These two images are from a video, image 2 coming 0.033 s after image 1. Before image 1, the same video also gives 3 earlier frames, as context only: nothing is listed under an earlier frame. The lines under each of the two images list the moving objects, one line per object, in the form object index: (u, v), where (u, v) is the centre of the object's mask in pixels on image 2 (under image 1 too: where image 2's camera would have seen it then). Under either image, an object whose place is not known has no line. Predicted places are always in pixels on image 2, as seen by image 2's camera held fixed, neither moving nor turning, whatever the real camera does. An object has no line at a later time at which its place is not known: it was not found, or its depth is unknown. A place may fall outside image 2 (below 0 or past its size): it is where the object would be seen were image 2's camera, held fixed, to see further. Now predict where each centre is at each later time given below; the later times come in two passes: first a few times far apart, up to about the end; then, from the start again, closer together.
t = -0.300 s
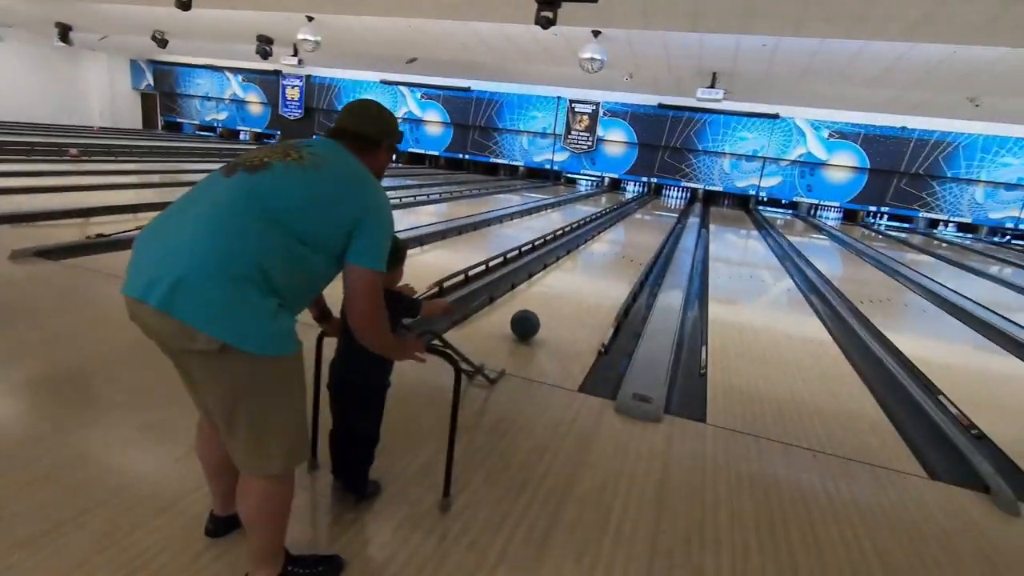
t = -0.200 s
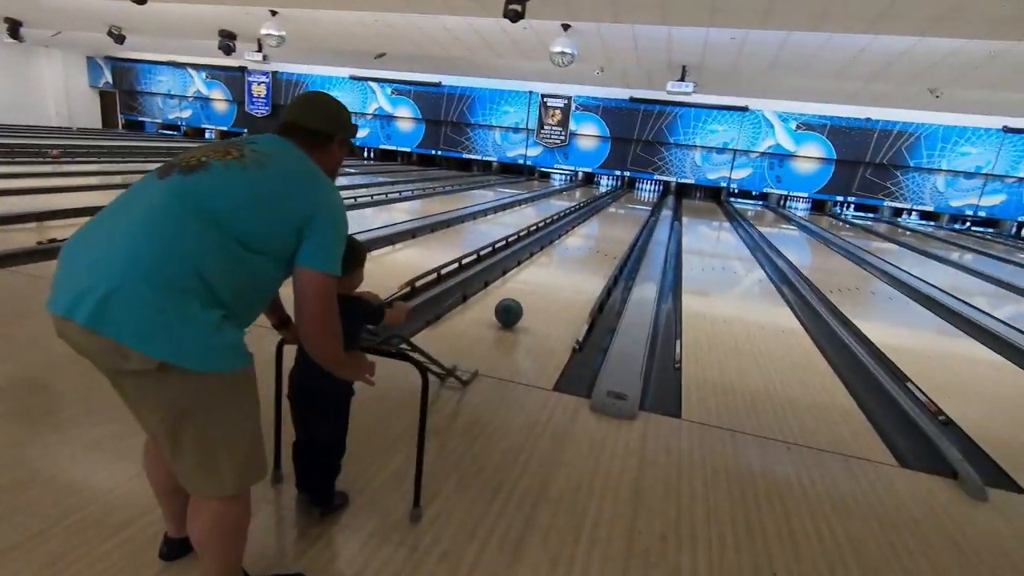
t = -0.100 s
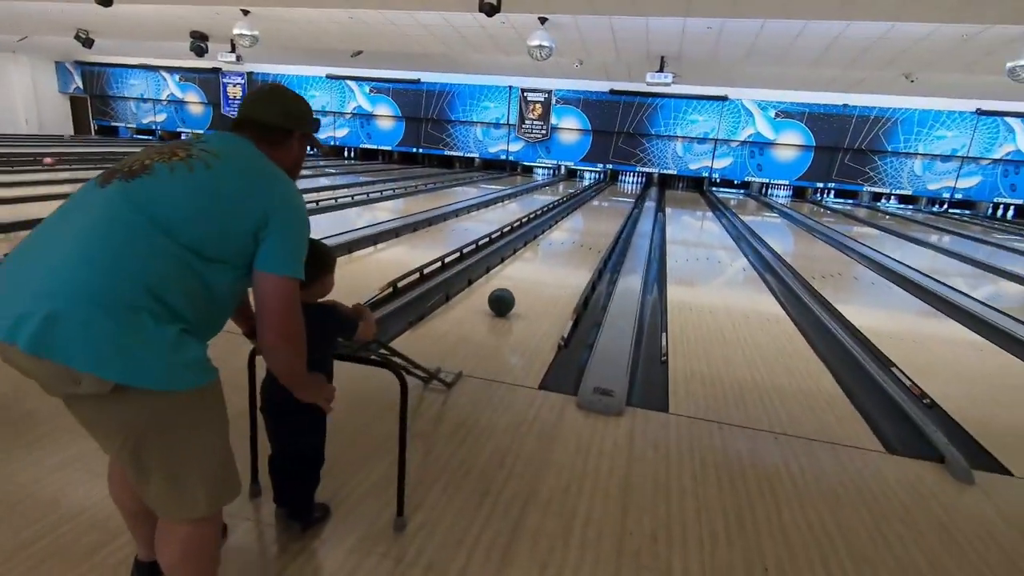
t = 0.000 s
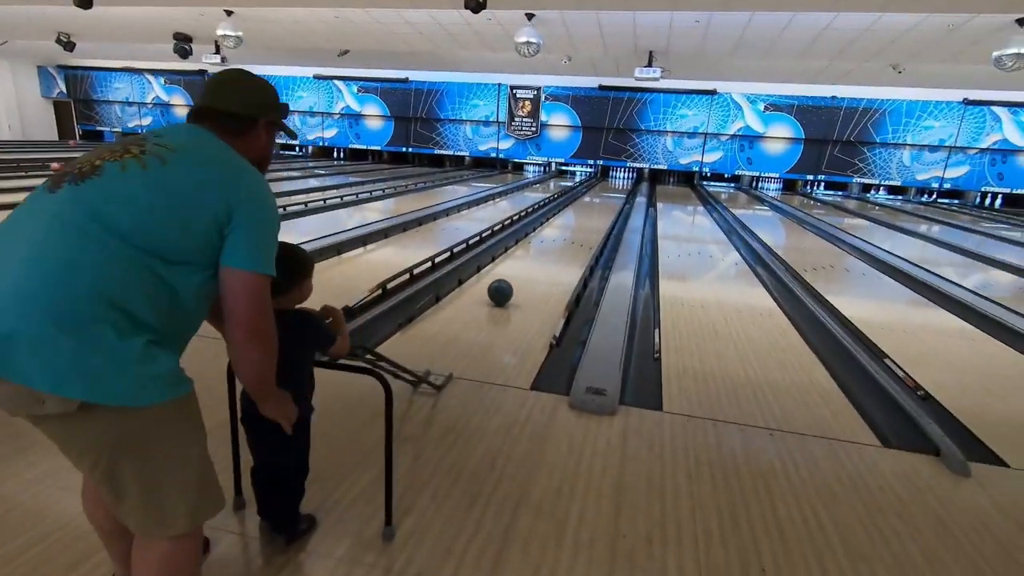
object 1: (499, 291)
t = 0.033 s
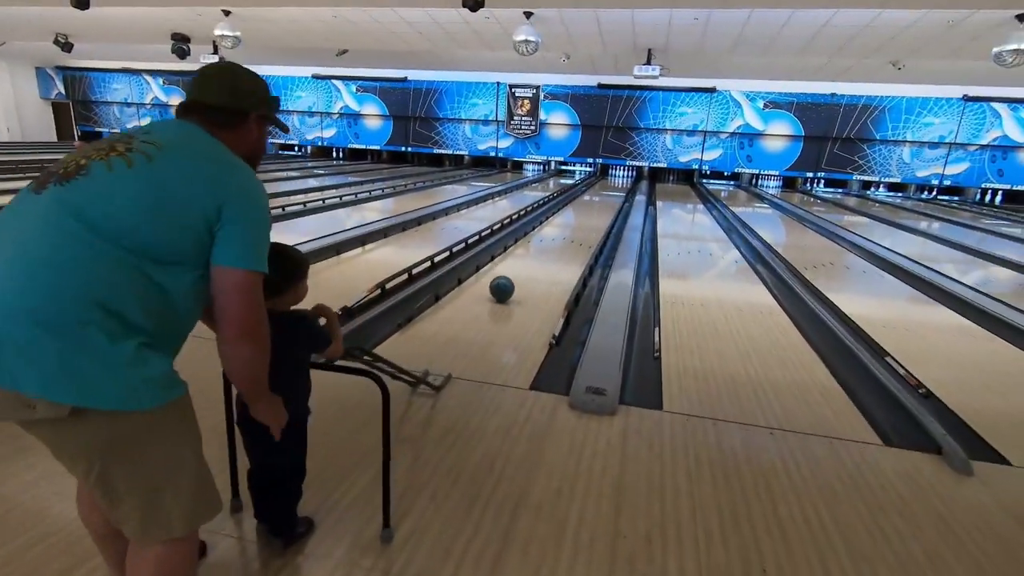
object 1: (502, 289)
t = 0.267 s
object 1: (516, 272)
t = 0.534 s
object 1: (529, 257)
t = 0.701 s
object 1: (536, 249)
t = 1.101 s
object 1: (549, 234)
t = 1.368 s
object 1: (557, 226)
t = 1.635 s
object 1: (563, 219)
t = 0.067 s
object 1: (504, 286)
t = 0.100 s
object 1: (506, 283)
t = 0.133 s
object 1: (508, 281)
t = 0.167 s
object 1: (510, 278)
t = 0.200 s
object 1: (512, 276)
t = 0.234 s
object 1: (514, 274)
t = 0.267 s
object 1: (516, 272)
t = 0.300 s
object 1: (518, 270)
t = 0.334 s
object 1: (520, 268)
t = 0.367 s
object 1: (522, 266)
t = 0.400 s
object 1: (523, 264)
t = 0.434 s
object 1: (525, 262)
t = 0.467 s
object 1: (526, 260)
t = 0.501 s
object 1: (528, 258)
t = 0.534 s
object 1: (529, 257)
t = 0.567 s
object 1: (531, 255)
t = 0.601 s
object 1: (532, 253)
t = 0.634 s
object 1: (534, 252)
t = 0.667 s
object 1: (535, 250)
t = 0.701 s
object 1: (536, 249)
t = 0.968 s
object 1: (545, 238)
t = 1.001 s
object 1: (547, 237)
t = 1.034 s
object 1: (547, 236)
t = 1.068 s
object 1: (548, 235)
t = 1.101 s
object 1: (549, 234)
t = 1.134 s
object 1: (551, 233)
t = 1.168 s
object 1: (551, 232)
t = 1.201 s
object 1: (552, 231)
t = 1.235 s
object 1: (553, 230)
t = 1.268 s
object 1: (554, 229)
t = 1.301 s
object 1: (555, 228)
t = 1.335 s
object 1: (556, 227)
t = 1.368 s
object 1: (557, 226)
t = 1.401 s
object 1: (557, 225)
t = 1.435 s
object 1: (558, 224)
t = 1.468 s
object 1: (559, 223)
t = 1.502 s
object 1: (560, 223)
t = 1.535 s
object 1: (560, 222)
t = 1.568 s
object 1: (561, 221)
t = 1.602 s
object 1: (562, 220)
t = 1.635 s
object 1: (563, 219)
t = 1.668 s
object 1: (563, 219)
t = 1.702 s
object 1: (564, 218)
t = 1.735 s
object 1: (565, 217)
